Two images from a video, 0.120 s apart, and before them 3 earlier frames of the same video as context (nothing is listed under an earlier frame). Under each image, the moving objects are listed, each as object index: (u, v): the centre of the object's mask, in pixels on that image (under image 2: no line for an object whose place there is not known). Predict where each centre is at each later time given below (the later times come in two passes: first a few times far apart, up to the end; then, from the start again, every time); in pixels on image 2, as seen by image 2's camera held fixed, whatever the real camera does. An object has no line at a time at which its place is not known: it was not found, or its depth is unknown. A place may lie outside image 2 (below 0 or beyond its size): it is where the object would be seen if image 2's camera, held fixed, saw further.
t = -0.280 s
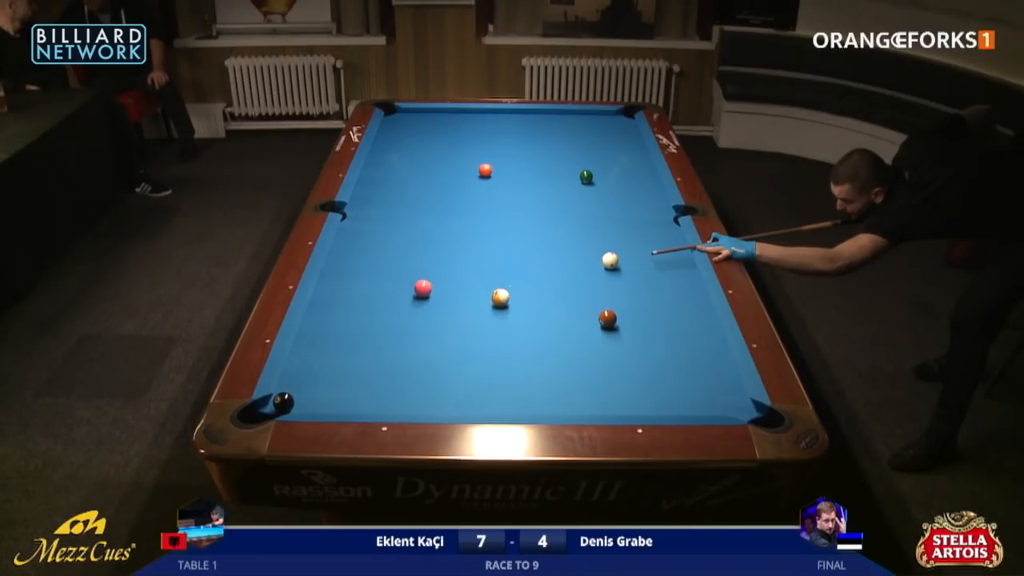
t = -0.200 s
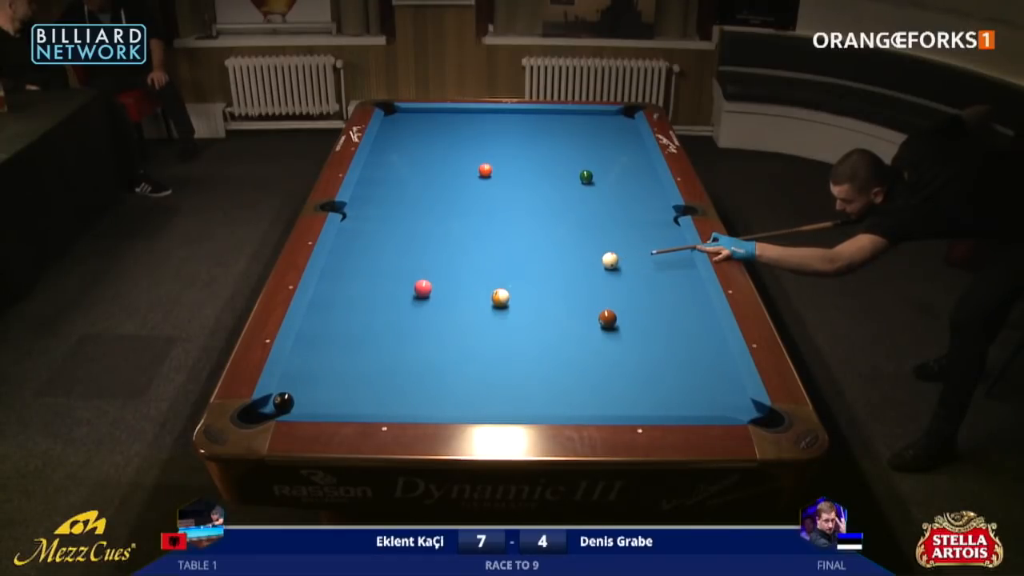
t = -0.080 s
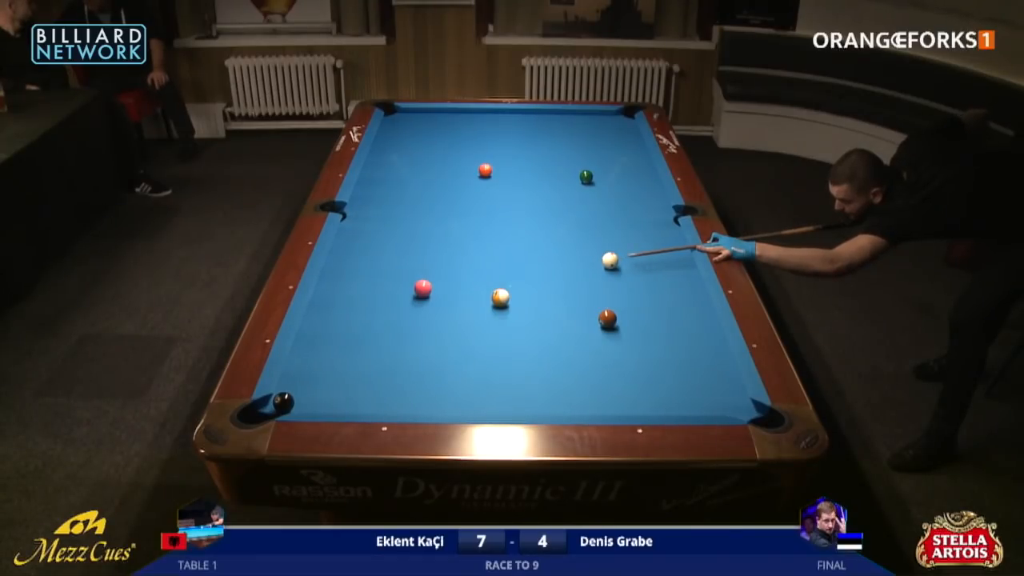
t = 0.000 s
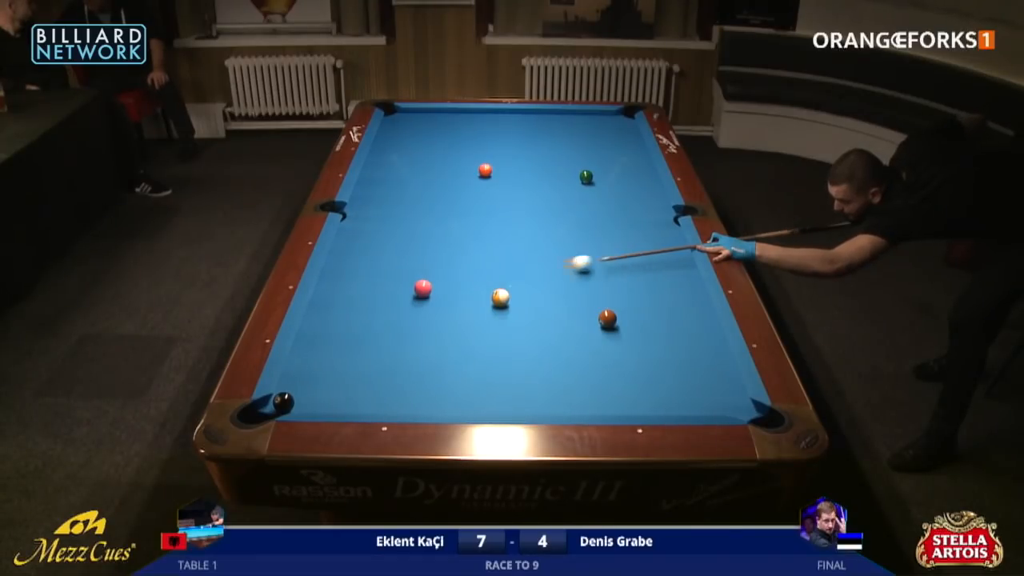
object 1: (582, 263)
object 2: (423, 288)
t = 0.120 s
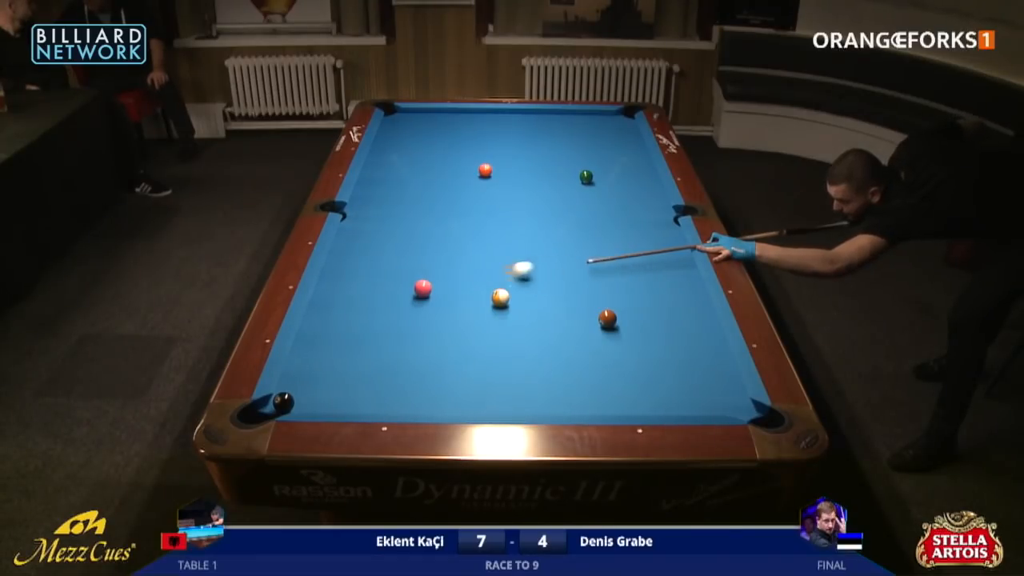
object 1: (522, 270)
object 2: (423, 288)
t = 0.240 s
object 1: (463, 277)
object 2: (423, 288)
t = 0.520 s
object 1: (350, 270)
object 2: (392, 315)
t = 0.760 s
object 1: (377, 265)
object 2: (362, 340)
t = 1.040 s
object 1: (439, 260)
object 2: (325, 372)
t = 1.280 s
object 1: (490, 256)
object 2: (302, 395)
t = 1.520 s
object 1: (539, 253)
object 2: (301, 404)
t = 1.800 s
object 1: (593, 249)
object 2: (302, 401)
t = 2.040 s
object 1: (637, 246)
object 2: (303, 399)
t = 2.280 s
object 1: (678, 243)
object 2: (305, 396)
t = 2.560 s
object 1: (651, 240)
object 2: (306, 394)
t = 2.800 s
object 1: (629, 238)
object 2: (306, 394)
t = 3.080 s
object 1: (604, 236)
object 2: (306, 394)
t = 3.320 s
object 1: (585, 234)
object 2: (306, 393)
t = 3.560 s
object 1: (567, 233)
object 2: (306, 394)
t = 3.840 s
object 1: (547, 231)
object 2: (306, 393)
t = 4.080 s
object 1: (532, 229)
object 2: (306, 394)
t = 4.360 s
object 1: (516, 228)
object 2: (306, 393)
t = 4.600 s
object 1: (503, 227)
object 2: (306, 393)
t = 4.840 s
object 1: (492, 226)
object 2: (306, 394)
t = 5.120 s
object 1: (480, 225)
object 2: (306, 394)
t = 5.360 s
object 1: (471, 224)
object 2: (306, 394)
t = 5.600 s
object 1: (464, 224)
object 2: (306, 394)
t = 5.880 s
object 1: (457, 224)
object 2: (306, 394)
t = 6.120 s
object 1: (452, 224)
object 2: (306, 394)
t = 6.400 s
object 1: (447, 224)
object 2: (306, 394)
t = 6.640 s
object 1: (445, 224)
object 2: (306, 394)
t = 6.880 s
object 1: (444, 224)
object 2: (306, 394)
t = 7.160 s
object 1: (444, 224)
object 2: (306, 394)
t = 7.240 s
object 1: (444, 224)
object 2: (306, 394)
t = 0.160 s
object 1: (502, 272)
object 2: (423, 288)
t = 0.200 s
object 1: (483, 274)
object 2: (423, 288)
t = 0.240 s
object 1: (463, 277)
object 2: (423, 288)
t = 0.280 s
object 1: (443, 279)
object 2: (423, 288)
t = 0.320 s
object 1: (426, 277)
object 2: (419, 291)
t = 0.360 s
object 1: (410, 276)
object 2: (413, 296)
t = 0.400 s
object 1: (395, 274)
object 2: (407, 301)
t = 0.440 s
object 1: (380, 273)
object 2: (402, 306)
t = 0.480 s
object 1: (365, 271)
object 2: (397, 310)
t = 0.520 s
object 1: (350, 270)
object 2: (392, 315)
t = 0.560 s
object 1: (335, 268)
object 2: (387, 319)
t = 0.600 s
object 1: (335, 267)
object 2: (382, 323)
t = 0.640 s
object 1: (347, 267)
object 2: (377, 327)
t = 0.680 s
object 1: (358, 266)
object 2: (372, 331)
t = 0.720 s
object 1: (368, 265)
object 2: (367, 336)
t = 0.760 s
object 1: (377, 265)
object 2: (362, 340)
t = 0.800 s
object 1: (386, 264)
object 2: (357, 345)
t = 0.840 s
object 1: (395, 264)
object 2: (351, 350)
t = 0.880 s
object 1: (404, 263)
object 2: (346, 354)
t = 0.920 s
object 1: (413, 262)
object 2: (341, 358)
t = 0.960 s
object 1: (422, 261)
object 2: (336, 363)
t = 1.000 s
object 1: (430, 261)
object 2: (330, 368)
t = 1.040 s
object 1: (439, 260)
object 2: (325, 372)
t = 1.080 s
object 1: (448, 259)
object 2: (319, 377)
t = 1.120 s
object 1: (456, 259)
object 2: (314, 382)
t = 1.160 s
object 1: (465, 259)
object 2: (308, 386)
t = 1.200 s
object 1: (473, 258)
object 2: (303, 391)
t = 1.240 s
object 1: (482, 257)
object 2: (302, 394)
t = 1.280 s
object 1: (490, 256)
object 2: (302, 395)
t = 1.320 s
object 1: (499, 256)
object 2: (302, 397)
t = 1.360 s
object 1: (507, 255)
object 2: (302, 399)
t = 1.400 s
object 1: (515, 255)
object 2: (301, 400)
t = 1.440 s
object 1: (523, 254)
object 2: (301, 401)
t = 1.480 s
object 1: (531, 253)
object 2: (301, 402)
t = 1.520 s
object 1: (539, 253)
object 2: (301, 404)
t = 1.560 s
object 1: (547, 252)
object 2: (301, 404)
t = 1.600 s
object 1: (555, 252)
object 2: (301, 404)
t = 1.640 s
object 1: (563, 251)
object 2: (301, 403)
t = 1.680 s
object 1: (571, 251)
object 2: (301, 403)
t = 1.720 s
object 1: (578, 250)
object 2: (301, 402)
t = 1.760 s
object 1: (586, 250)
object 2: (302, 402)
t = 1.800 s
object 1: (593, 249)
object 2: (302, 401)
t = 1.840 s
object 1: (601, 249)
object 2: (302, 401)
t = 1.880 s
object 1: (608, 248)
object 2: (302, 400)
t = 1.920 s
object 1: (615, 248)
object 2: (303, 400)
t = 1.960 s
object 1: (623, 247)
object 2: (303, 400)
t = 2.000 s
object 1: (630, 246)
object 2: (303, 399)
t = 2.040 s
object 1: (637, 246)
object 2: (303, 399)
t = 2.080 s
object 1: (644, 245)
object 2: (304, 398)
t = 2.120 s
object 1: (651, 245)
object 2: (304, 397)
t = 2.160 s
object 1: (658, 245)
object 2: (304, 397)
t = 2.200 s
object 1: (665, 244)
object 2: (304, 396)
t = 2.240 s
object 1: (671, 243)
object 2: (305, 396)
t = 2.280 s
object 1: (678, 243)
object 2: (305, 396)
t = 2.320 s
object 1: (675, 242)
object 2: (305, 395)
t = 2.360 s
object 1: (671, 242)
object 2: (305, 395)
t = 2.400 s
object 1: (667, 242)
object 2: (306, 395)
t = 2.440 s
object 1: (663, 241)
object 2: (306, 394)
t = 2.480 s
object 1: (659, 241)
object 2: (306, 394)
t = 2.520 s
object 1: (655, 241)
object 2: (306, 394)
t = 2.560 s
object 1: (651, 240)
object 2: (306, 394)
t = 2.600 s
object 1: (647, 240)
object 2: (306, 394)
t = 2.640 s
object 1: (643, 239)
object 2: (306, 394)
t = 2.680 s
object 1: (640, 239)
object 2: (306, 394)
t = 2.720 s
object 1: (636, 239)
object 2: (306, 394)
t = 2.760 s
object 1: (632, 238)
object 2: (306, 394)
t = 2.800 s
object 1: (629, 238)
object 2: (306, 394)
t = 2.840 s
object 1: (625, 238)
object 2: (306, 394)
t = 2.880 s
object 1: (621, 238)
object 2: (306, 394)
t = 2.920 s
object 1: (618, 237)
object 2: (306, 394)
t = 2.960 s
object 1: (614, 237)
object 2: (306, 394)
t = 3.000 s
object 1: (611, 236)
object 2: (306, 394)
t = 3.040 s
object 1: (608, 236)
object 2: (306, 394)
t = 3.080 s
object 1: (604, 236)
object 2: (306, 394)
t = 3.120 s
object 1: (601, 235)
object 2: (306, 394)
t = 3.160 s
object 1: (598, 235)
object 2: (306, 393)
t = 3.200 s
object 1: (594, 235)
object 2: (306, 394)
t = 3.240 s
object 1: (591, 235)
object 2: (306, 394)
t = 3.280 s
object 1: (588, 234)
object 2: (306, 393)
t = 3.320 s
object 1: (585, 234)
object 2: (306, 393)
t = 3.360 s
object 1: (582, 234)
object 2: (306, 393)
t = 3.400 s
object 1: (579, 234)
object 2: (306, 393)
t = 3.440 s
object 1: (575, 234)
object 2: (306, 393)
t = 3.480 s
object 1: (572, 233)
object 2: (306, 393)
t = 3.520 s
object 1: (570, 233)
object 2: (306, 394)
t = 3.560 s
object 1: (567, 233)
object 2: (306, 394)
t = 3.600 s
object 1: (564, 232)
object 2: (306, 393)
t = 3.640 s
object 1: (561, 232)
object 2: (306, 393)
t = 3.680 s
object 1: (558, 232)
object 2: (306, 393)
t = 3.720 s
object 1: (555, 232)
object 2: (306, 393)
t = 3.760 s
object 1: (553, 231)
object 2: (306, 393)
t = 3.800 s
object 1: (550, 231)
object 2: (306, 393)
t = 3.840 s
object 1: (547, 231)
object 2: (306, 393)
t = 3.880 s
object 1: (545, 231)
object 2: (306, 393)
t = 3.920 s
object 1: (542, 230)
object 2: (306, 393)
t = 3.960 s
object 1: (539, 230)
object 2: (306, 393)
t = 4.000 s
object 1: (537, 230)
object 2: (306, 393)
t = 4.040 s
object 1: (535, 230)
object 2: (306, 394)
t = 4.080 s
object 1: (532, 229)
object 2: (306, 394)
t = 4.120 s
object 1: (530, 229)
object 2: (306, 393)
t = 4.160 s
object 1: (527, 229)
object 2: (306, 393)
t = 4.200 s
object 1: (525, 229)
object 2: (306, 393)
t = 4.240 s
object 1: (523, 228)
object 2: (306, 393)
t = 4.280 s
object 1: (520, 228)
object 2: (306, 394)
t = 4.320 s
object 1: (518, 228)
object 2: (306, 393)
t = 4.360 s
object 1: (516, 228)
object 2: (306, 393)
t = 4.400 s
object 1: (514, 228)
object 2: (306, 393)
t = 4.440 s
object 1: (511, 227)
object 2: (306, 393)
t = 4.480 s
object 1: (509, 227)
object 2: (306, 394)
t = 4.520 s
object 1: (507, 227)
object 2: (306, 393)
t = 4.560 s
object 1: (505, 227)
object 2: (306, 393)
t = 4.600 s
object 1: (503, 227)
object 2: (306, 393)
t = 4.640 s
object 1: (501, 227)
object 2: (306, 393)
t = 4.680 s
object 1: (499, 227)
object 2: (306, 394)
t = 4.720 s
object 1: (497, 226)
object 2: (306, 393)
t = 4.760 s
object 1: (495, 226)
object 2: (306, 394)
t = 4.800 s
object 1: (494, 226)
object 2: (306, 393)
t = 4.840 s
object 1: (492, 226)
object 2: (306, 394)
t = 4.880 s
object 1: (490, 226)
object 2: (306, 393)
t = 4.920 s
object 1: (488, 226)
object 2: (306, 393)
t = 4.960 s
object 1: (487, 226)
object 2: (306, 393)
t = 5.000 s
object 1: (485, 226)
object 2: (306, 393)
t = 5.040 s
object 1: (483, 225)
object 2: (306, 394)
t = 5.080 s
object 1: (482, 225)
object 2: (306, 393)
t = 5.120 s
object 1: (480, 225)
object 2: (306, 394)
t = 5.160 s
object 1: (479, 225)
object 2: (306, 393)
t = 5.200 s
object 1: (477, 225)
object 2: (306, 394)
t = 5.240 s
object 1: (476, 225)
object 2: (306, 394)
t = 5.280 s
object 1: (474, 225)
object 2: (306, 394)
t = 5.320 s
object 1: (473, 225)
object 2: (306, 394)
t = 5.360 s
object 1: (471, 224)
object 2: (306, 394)
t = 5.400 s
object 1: (470, 224)
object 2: (306, 394)
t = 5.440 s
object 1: (469, 224)
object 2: (306, 394)
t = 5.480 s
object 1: (467, 224)
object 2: (306, 394)
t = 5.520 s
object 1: (466, 224)
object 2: (306, 394)
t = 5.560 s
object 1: (465, 224)
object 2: (306, 394)
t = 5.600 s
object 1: (464, 224)
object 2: (306, 394)
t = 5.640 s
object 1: (463, 224)
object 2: (306, 394)
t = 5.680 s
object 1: (461, 224)
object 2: (306, 394)
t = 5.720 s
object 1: (461, 224)
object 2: (306, 394)
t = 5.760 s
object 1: (459, 224)
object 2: (306, 394)
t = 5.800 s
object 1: (458, 224)
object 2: (306, 394)
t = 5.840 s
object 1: (457, 224)
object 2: (306, 394)
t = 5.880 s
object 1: (457, 224)
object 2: (306, 394)
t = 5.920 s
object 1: (456, 224)
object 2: (306, 394)
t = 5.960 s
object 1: (455, 224)
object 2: (306, 394)
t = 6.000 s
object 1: (454, 224)
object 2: (306, 394)
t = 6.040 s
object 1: (453, 224)
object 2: (306, 393)
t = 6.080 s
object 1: (453, 224)
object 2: (306, 394)
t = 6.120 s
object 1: (452, 224)
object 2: (306, 394)
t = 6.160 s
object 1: (451, 224)
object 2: (306, 394)
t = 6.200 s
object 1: (450, 223)
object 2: (306, 394)
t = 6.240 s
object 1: (450, 223)
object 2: (306, 394)
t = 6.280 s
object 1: (449, 223)
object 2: (306, 394)
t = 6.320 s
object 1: (449, 224)
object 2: (306, 394)
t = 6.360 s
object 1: (448, 223)
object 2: (306, 394)
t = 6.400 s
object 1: (447, 224)
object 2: (306, 394)
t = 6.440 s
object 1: (447, 224)
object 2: (306, 394)
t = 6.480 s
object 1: (446, 224)
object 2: (306, 394)
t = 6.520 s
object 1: (446, 224)
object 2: (306, 394)
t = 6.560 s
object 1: (446, 224)
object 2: (306, 394)
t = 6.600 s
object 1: (445, 224)
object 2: (306, 394)
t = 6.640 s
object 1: (445, 224)
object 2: (306, 394)
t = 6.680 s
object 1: (445, 224)
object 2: (306, 394)
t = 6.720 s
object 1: (445, 224)
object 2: (306, 394)
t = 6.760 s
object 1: (444, 224)
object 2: (306, 394)
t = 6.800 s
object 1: (444, 224)
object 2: (306, 394)
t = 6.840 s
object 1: (444, 224)
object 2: (306, 394)
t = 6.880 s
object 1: (444, 224)
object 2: (306, 394)
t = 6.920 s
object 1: (444, 224)
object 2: (306, 394)
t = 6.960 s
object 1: (444, 224)
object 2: (306, 394)
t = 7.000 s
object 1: (444, 224)
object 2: (306, 394)
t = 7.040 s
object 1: (444, 224)
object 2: (306, 394)
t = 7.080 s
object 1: (444, 224)
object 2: (306, 394)
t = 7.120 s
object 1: (444, 224)
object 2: (306, 394)
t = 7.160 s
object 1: (444, 224)
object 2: (306, 394)
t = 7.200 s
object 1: (444, 224)
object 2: (306, 394)
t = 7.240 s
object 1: (444, 224)
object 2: (306, 394)
